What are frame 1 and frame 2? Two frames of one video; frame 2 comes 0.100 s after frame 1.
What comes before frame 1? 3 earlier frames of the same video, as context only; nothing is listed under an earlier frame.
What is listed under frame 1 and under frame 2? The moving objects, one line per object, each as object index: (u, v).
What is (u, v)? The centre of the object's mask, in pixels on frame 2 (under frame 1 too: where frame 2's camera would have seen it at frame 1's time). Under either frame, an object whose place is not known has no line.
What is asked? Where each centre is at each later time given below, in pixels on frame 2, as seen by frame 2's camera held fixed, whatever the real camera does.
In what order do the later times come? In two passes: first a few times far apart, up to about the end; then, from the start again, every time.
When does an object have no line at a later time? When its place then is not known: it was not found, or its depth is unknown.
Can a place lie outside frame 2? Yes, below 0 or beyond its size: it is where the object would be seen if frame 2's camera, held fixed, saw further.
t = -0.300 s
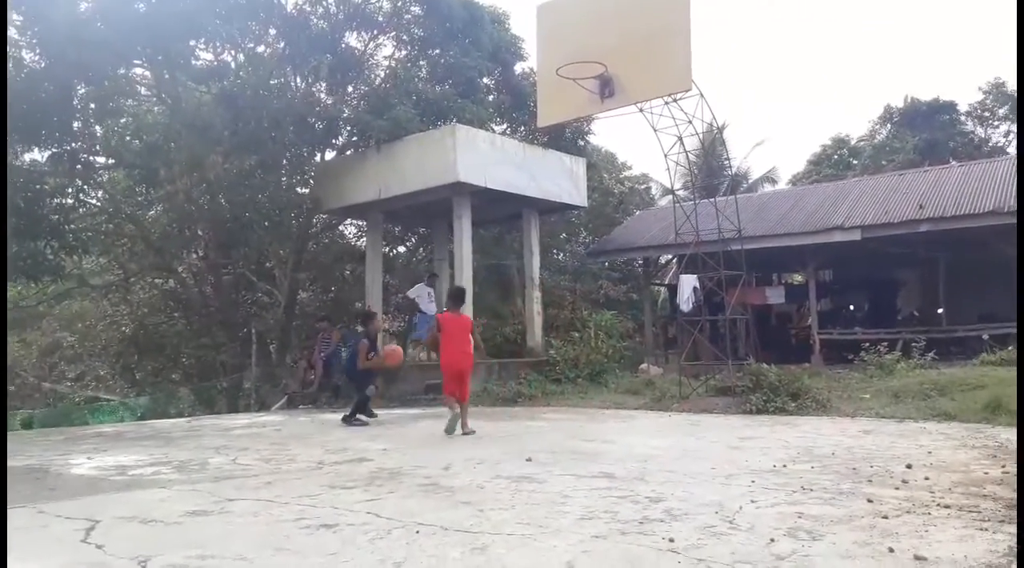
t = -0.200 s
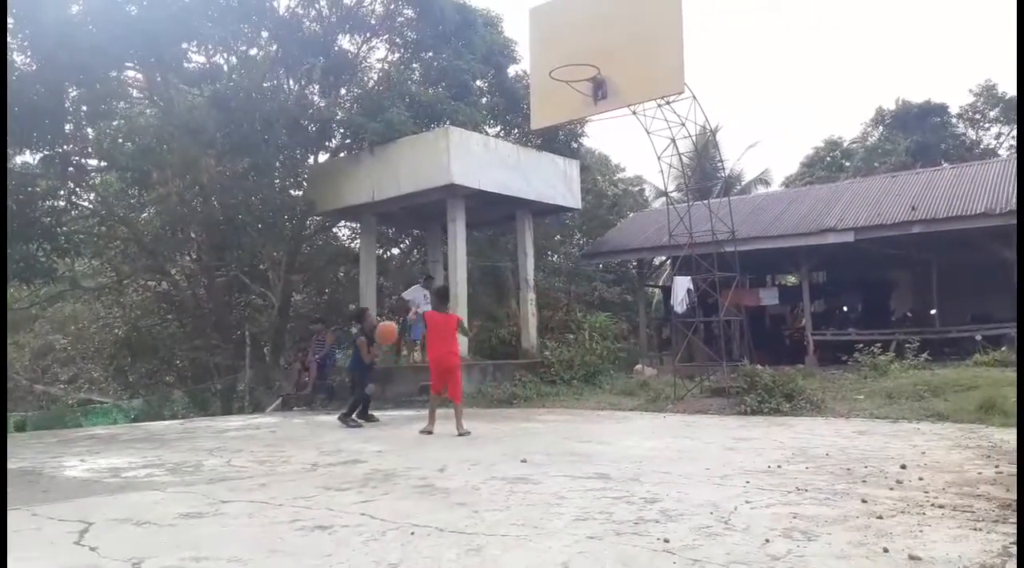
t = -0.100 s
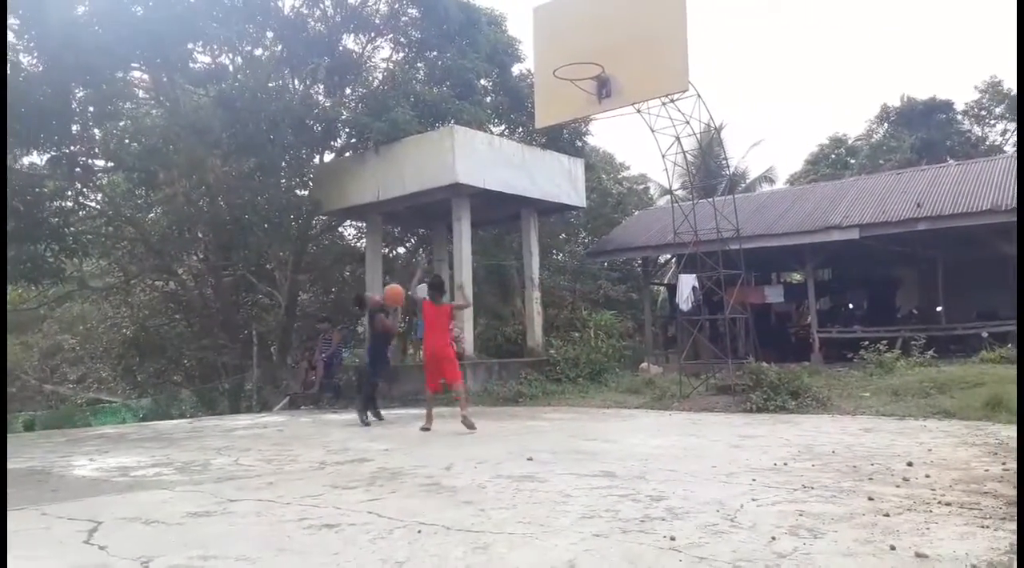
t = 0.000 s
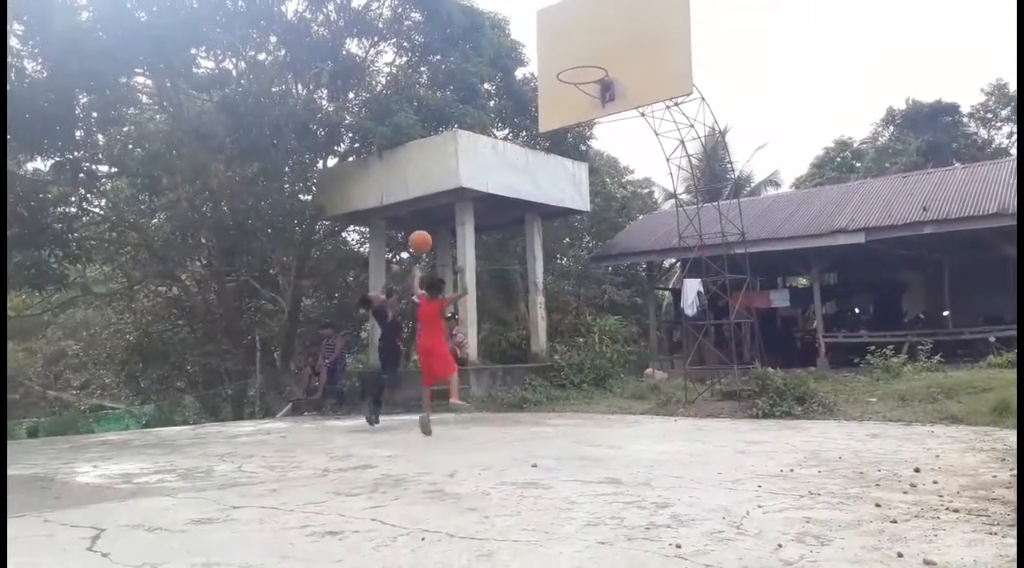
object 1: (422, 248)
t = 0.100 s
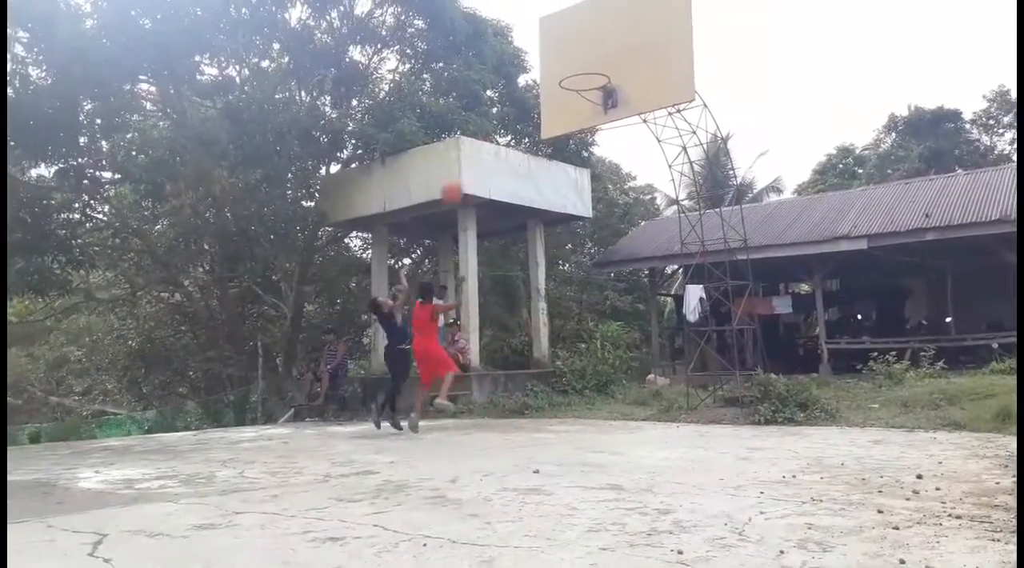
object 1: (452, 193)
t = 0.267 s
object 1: (503, 119)
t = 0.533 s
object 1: (587, 59)
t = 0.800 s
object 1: (607, 61)
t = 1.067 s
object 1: (617, 73)
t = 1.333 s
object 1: (631, 173)
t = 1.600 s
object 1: (654, 385)
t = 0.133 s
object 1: (462, 175)
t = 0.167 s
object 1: (472, 160)
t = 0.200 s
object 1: (482, 145)
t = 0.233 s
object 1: (492, 131)
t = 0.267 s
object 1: (503, 119)
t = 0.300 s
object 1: (512, 107)
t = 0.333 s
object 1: (522, 97)
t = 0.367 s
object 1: (534, 86)
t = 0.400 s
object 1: (544, 80)
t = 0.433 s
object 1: (555, 73)
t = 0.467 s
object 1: (565, 67)
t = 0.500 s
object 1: (575, 62)
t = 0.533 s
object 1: (587, 59)
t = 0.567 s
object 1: (596, 57)
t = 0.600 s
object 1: (596, 56)
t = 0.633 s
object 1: (599, 56)
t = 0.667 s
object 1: (601, 57)
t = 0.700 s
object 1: (602, 59)
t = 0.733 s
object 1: (605, 63)
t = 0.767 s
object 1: (606, 65)
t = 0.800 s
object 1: (607, 61)
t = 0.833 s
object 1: (608, 58)
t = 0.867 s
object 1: (609, 57)
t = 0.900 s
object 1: (610, 56)
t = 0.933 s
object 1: (611, 56)
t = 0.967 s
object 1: (613, 58)
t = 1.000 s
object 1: (614, 63)
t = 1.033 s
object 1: (615, 67)
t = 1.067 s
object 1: (617, 73)
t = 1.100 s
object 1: (618, 81)
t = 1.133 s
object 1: (619, 89)
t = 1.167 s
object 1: (621, 98)
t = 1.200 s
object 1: (623, 110)
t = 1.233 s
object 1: (625, 124)
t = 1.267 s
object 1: (627, 138)
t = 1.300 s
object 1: (629, 154)
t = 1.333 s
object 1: (631, 173)
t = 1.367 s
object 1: (633, 192)
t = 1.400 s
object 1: (635, 214)
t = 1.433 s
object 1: (638, 238)
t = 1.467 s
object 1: (641, 263)
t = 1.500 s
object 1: (644, 291)
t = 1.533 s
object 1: (647, 319)
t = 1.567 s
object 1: (650, 352)
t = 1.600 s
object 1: (654, 385)
